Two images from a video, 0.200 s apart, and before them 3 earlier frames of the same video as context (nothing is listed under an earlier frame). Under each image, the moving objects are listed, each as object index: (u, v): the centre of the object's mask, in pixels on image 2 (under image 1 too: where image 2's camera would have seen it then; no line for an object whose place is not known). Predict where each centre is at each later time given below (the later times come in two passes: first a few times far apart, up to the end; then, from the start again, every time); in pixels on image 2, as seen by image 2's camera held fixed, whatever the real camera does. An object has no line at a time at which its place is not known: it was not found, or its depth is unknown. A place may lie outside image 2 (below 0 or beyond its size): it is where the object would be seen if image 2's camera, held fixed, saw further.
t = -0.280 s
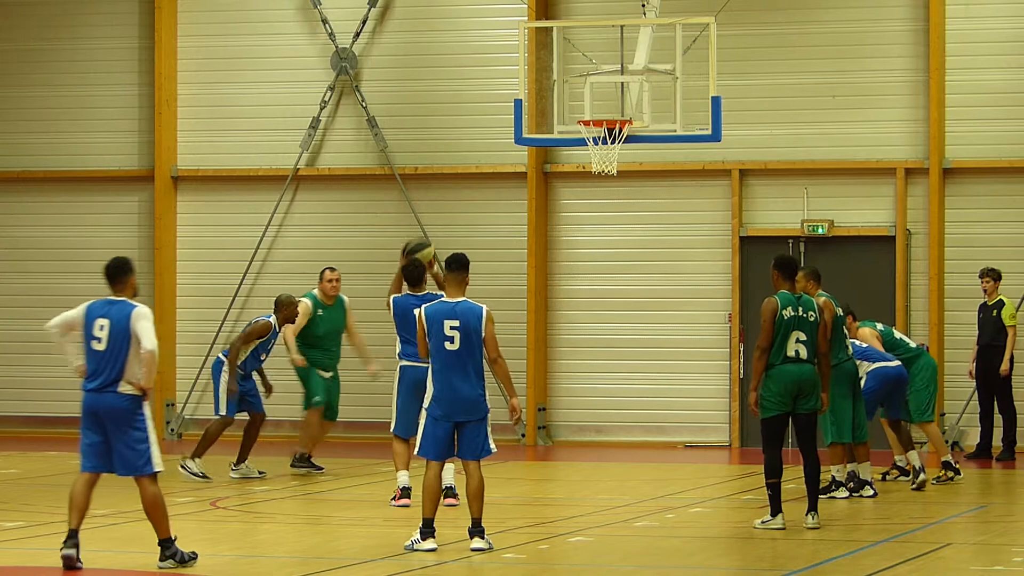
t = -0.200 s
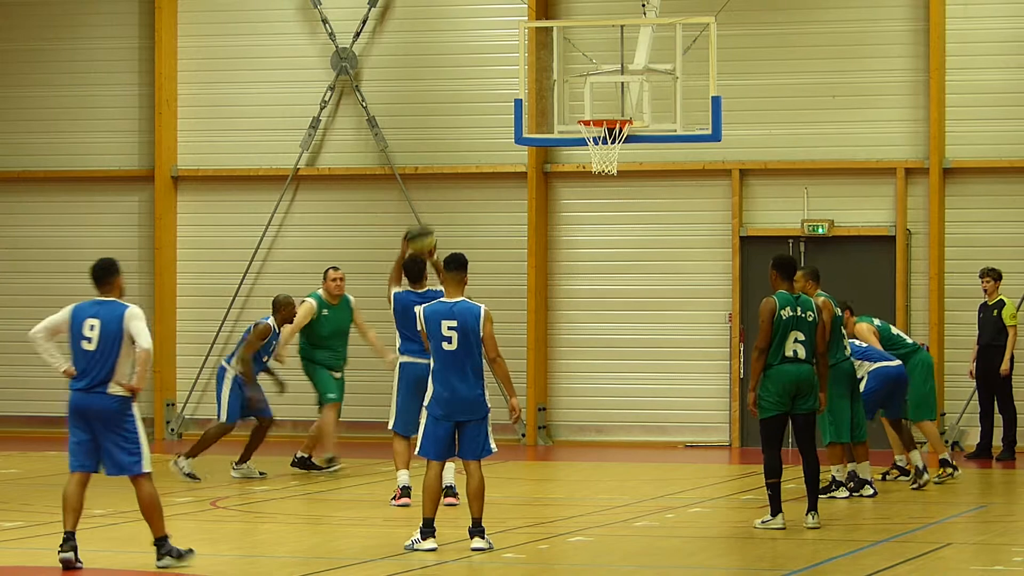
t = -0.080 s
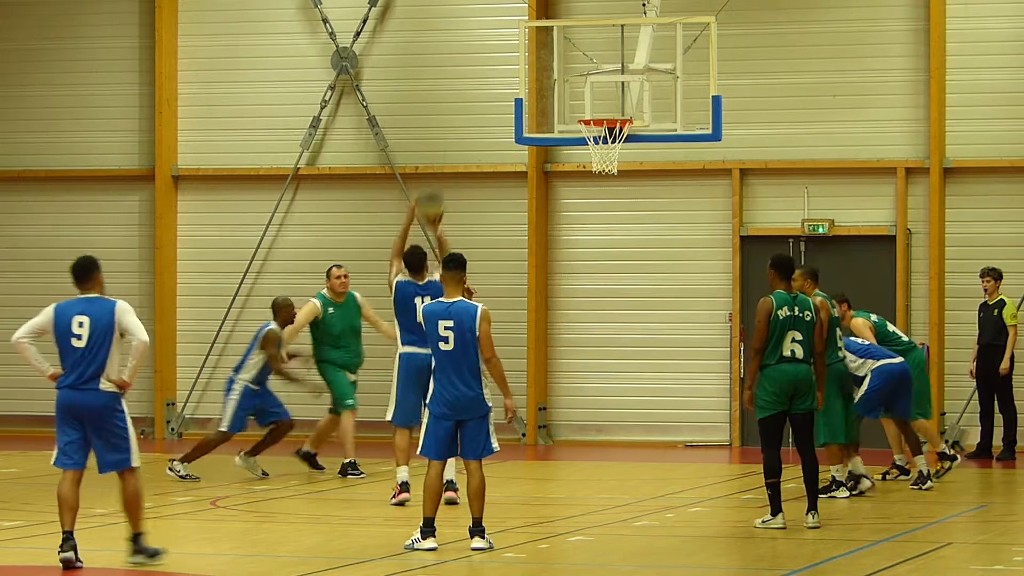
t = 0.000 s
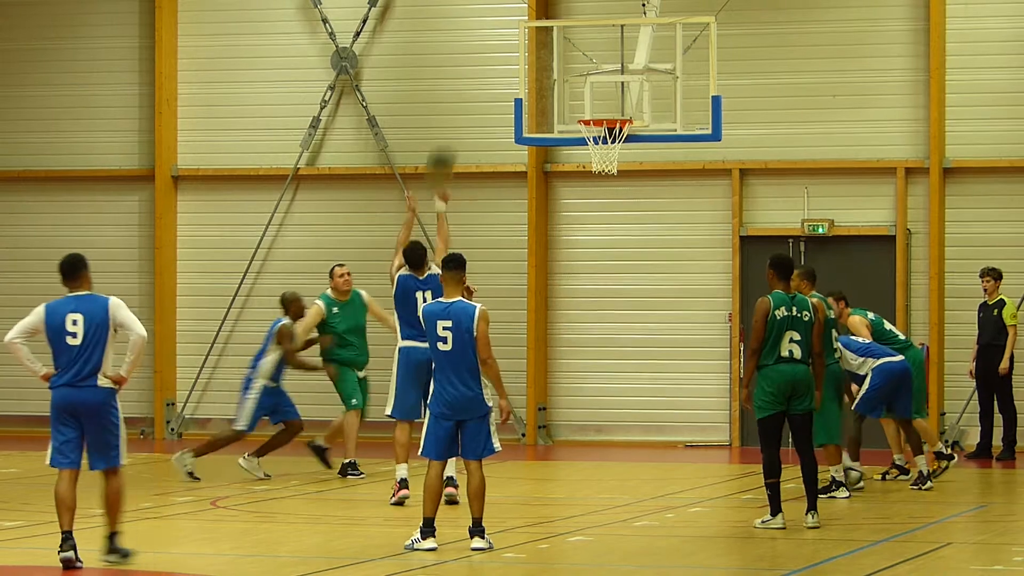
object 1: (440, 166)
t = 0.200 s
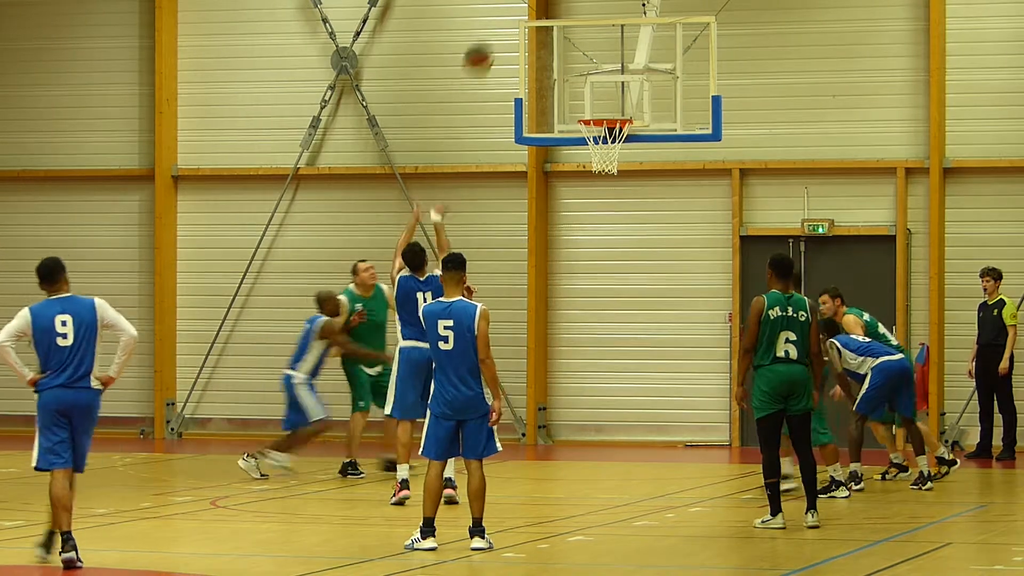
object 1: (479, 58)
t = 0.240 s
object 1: (486, 43)
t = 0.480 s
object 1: (529, 6)
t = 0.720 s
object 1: (568, 27)
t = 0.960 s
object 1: (605, 109)
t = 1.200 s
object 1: (613, 163)
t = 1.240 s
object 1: (612, 174)
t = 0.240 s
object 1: (486, 43)
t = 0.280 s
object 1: (493, 32)
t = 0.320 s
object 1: (500, 21)
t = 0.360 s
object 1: (507, 14)
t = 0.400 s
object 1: (514, 10)
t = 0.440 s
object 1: (521, 7)
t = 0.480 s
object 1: (529, 6)
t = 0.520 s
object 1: (535, 8)
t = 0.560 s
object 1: (540, 6)
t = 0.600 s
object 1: (549, 9)
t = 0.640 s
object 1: (554, 11)
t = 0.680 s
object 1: (560, 16)
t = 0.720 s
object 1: (568, 27)
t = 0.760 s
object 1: (573, 37)
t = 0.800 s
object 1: (580, 50)
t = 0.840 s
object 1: (585, 63)
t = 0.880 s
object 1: (592, 79)
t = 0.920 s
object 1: (599, 95)
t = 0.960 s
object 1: (605, 109)
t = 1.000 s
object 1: (606, 135)
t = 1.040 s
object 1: (613, 143)
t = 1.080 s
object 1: (613, 142)
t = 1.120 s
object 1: (614, 152)
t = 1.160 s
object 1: (614, 156)
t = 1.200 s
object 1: (613, 163)
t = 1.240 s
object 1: (612, 174)
